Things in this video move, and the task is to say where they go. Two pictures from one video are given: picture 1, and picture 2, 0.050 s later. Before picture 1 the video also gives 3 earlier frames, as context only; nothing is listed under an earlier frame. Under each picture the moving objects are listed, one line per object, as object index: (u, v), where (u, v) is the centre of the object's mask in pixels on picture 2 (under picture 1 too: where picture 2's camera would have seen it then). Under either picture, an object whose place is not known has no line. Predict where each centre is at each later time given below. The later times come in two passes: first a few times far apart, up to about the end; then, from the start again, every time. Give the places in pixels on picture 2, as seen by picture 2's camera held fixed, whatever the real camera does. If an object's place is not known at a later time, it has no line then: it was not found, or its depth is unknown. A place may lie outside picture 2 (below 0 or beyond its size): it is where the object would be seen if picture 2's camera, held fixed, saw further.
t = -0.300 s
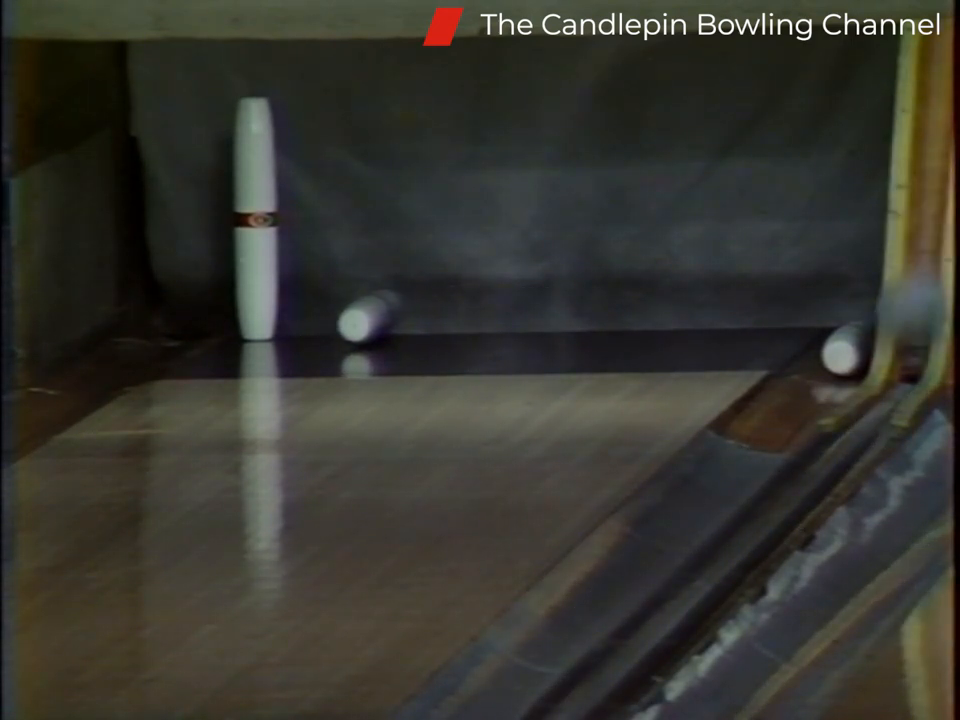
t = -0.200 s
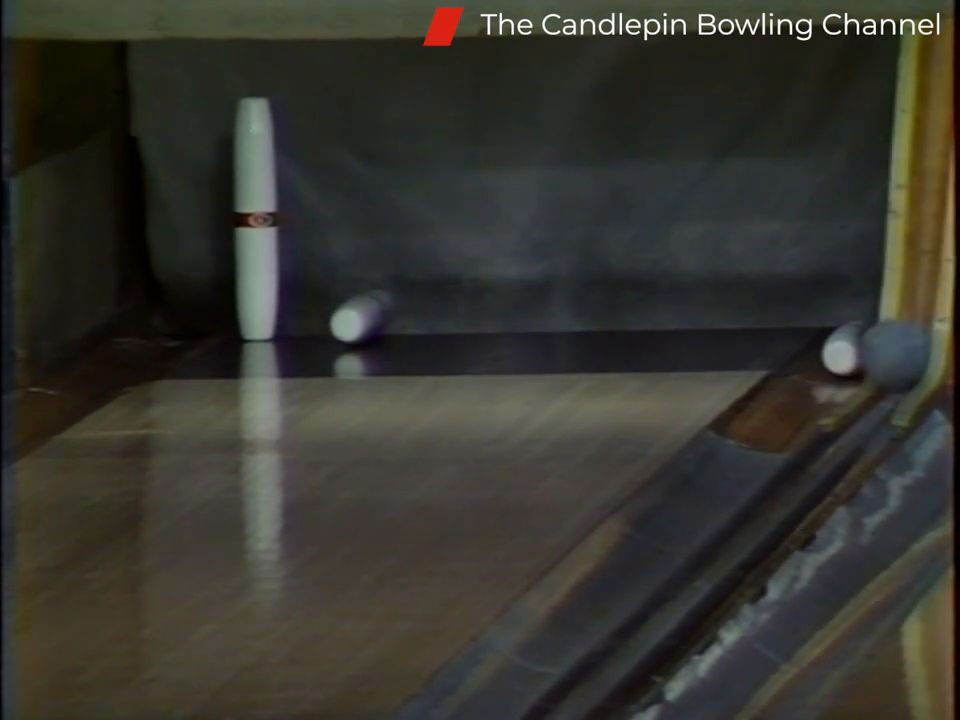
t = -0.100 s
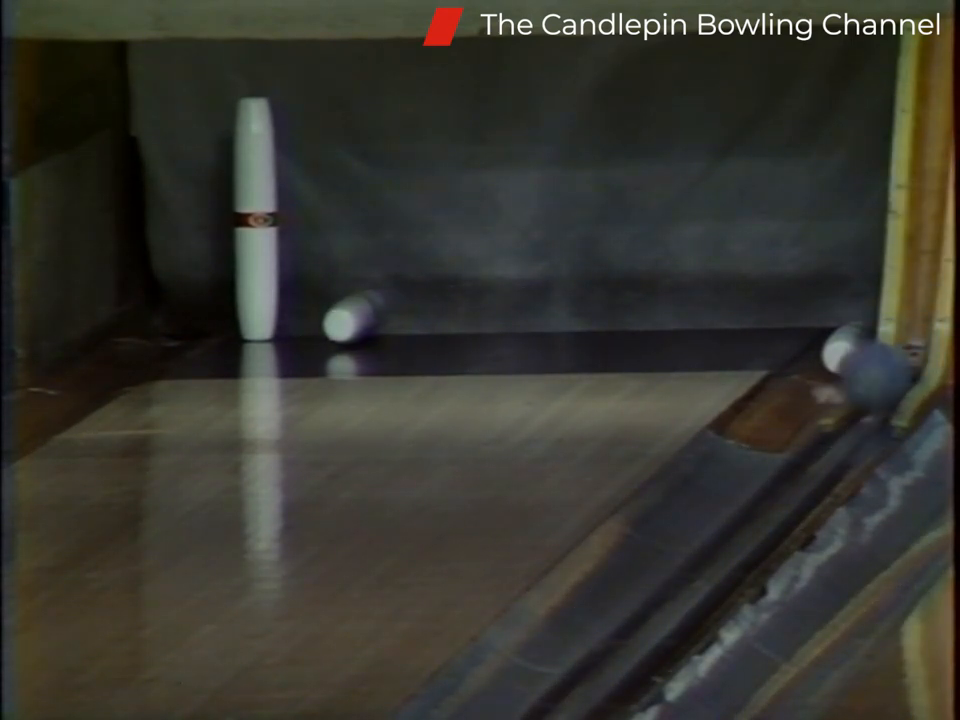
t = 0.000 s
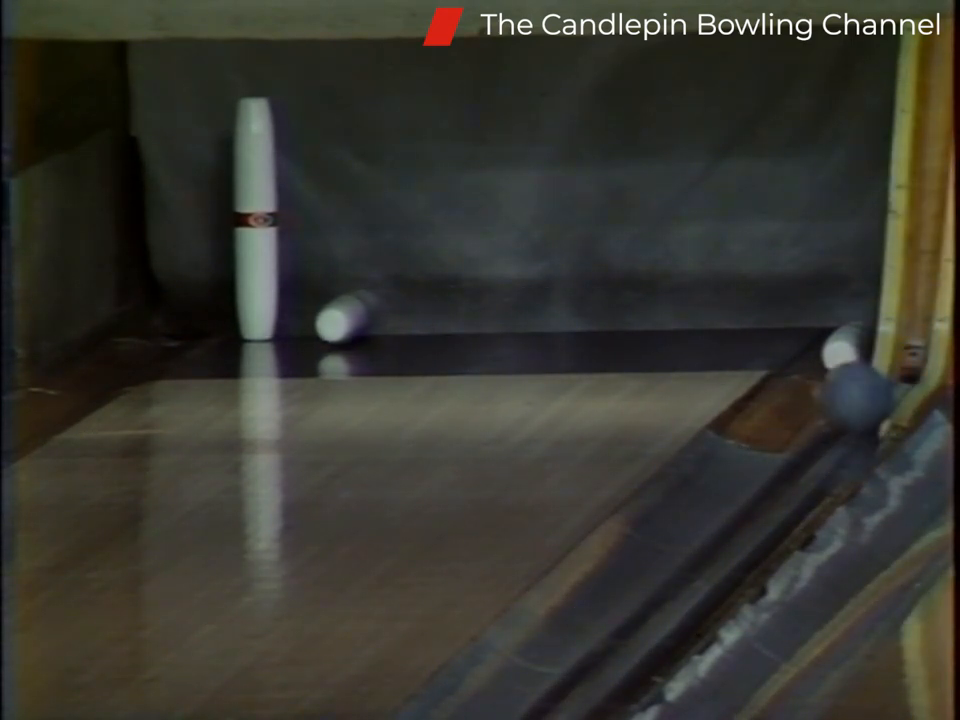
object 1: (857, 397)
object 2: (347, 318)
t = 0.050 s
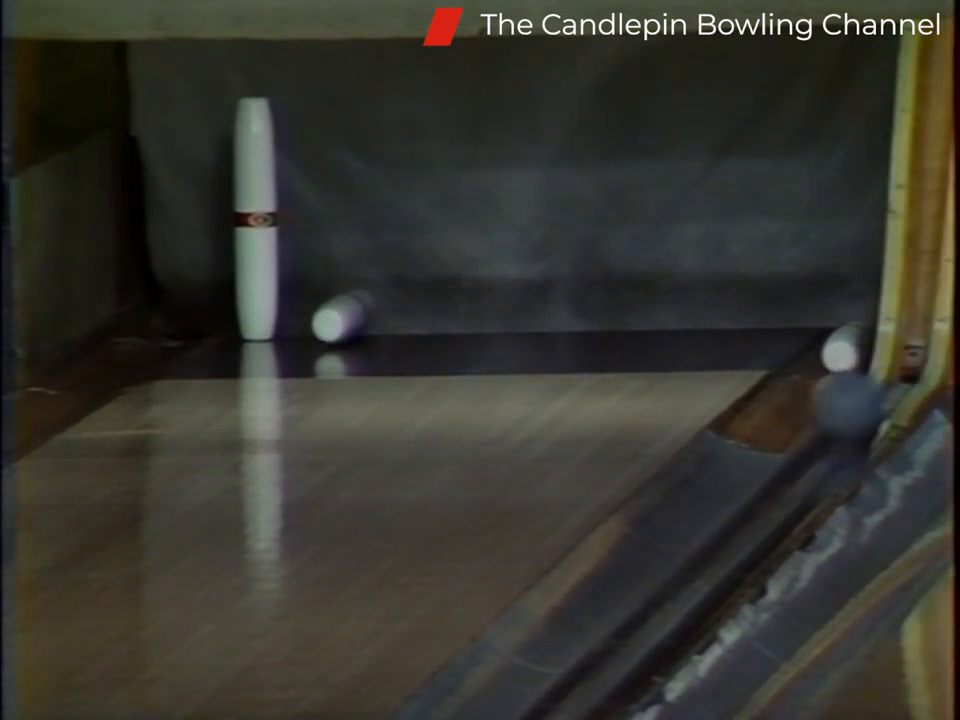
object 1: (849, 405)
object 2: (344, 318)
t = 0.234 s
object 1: (811, 442)
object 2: (331, 318)
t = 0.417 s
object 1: (773, 479)
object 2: (321, 318)
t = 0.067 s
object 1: (844, 410)
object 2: (343, 318)
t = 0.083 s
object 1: (843, 413)
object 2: (341, 318)
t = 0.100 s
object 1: (839, 417)
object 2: (340, 318)
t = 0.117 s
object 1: (837, 418)
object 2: (339, 318)
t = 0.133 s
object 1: (833, 422)
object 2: (337, 318)
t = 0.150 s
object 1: (829, 425)
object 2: (336, 318)
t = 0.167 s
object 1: (825, 429)
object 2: (335, 318)
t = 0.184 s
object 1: (822, 432)
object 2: (334, 318)
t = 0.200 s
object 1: (817, 435)
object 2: (333, 318)
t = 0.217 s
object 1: (815, 438)
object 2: (332, 318)
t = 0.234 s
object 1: (811, 442)
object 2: (331, 318)
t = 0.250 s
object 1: (806, 445)
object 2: (329, 318)
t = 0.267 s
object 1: (802, 448)
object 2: (329, 318)
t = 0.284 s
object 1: (800, 452)
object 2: (328, 318)
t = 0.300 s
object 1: (796, 455)
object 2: (327, 318)
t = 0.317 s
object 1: (794, 458)
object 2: (326, 318)
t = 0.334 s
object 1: (789, 462)
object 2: (325, 318)
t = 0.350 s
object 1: (786, 465)
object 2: (324, 318)
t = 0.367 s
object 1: (781, 468)
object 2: (323, 318)
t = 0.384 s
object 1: (779, 472)
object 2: (322, 318)
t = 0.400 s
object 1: (778, 475)
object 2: (321, 318)
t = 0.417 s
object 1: (773, 479)
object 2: (321, 318)
